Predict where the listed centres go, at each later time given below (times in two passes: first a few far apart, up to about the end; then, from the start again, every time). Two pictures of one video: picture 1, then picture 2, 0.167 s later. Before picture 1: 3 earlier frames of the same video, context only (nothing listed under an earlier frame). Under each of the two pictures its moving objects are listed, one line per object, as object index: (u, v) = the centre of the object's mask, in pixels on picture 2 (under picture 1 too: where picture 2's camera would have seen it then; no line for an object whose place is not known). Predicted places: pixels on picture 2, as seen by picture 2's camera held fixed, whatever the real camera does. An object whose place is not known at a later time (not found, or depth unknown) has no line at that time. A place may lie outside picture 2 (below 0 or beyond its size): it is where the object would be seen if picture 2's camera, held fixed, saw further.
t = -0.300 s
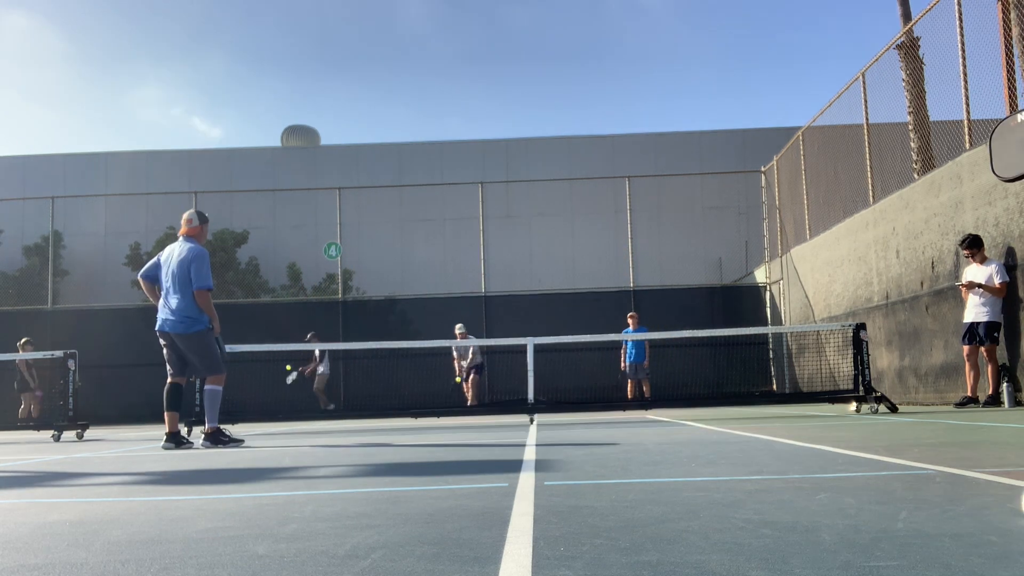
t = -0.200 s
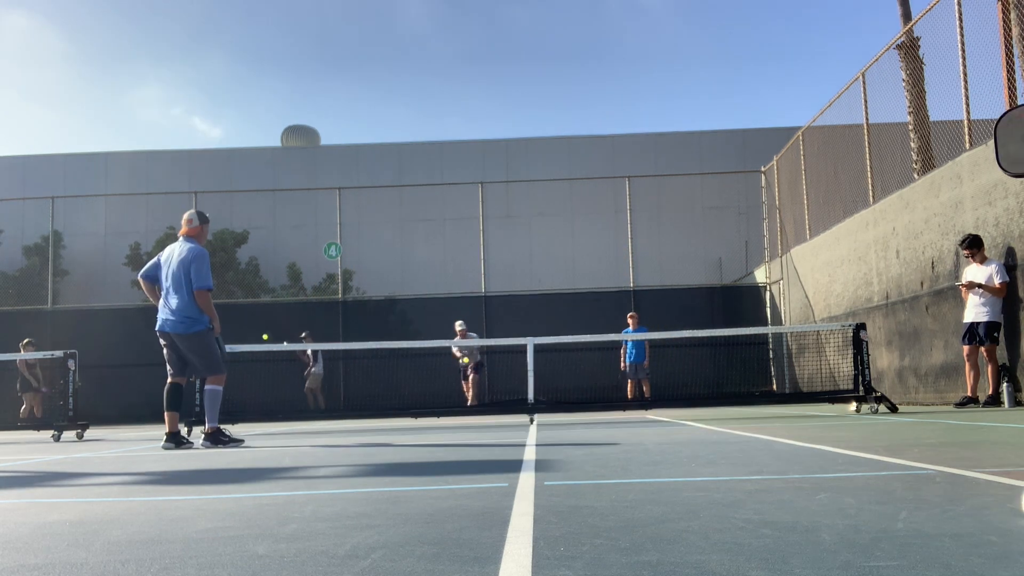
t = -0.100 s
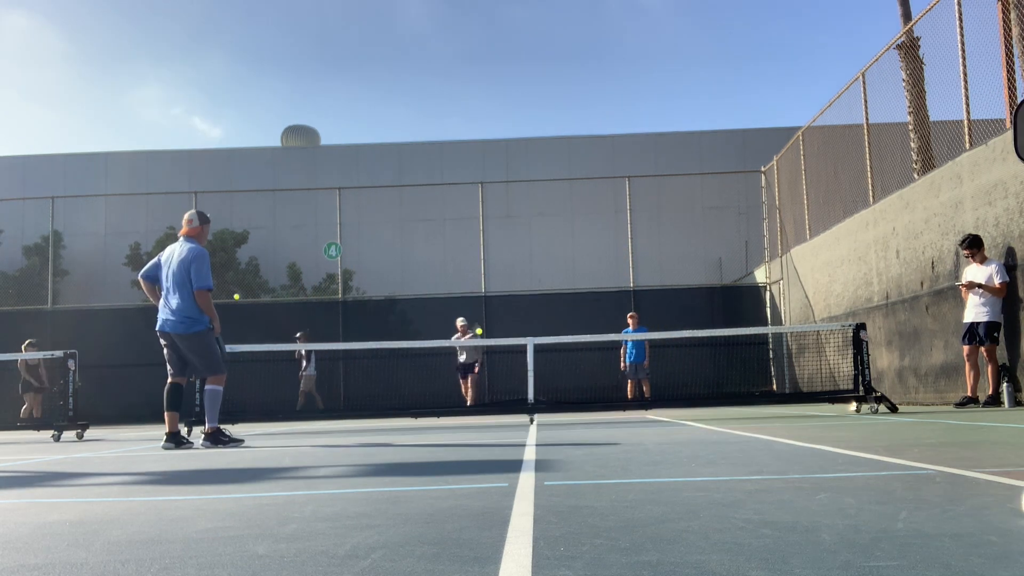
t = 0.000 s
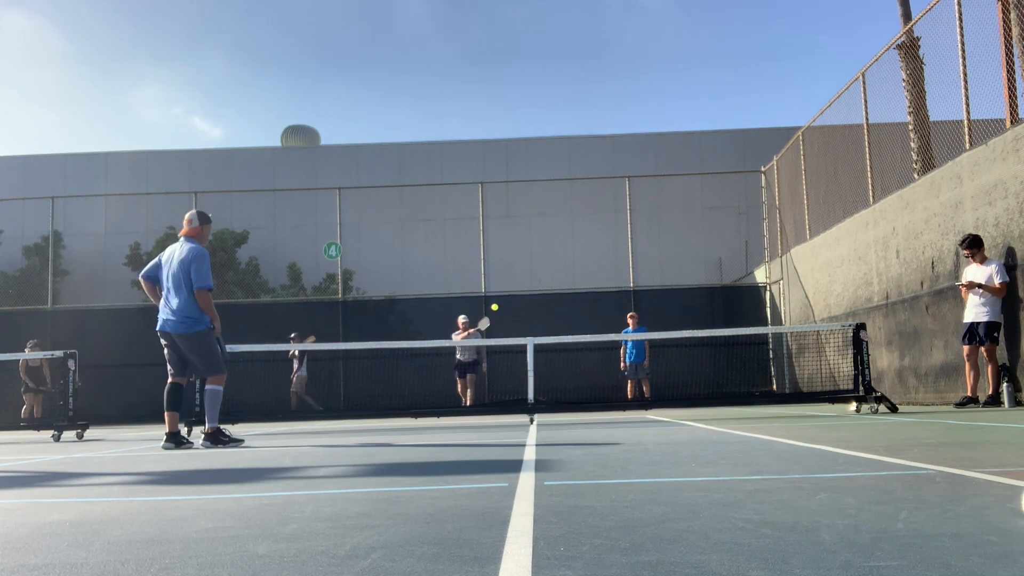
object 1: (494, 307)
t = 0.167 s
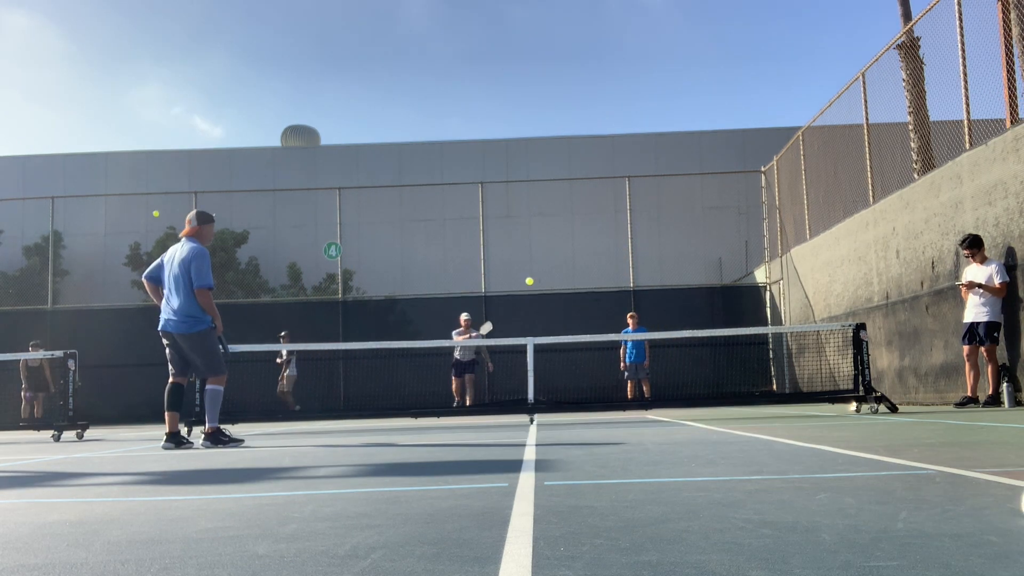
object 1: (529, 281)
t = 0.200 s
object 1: (537, 279)
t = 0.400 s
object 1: (602, 287)
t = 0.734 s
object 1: (784, 408)
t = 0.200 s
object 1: (537, 279)
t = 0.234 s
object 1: (547, 277)
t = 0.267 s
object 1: (556, 276)
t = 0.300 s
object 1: (566, 277)
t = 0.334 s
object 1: (577, 279)
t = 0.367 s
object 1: (589, 282)
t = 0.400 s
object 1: (602, 287)
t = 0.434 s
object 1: (615, 294)
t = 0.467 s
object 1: (630, 302)
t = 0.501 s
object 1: (646, 312)
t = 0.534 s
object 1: (663, 325)
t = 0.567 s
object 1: (681, 340)
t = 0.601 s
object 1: (701, 358)
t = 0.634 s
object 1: (722, 379)
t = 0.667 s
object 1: (745, 403)
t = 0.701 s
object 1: (769, 428)
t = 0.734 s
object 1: (784, 408)
